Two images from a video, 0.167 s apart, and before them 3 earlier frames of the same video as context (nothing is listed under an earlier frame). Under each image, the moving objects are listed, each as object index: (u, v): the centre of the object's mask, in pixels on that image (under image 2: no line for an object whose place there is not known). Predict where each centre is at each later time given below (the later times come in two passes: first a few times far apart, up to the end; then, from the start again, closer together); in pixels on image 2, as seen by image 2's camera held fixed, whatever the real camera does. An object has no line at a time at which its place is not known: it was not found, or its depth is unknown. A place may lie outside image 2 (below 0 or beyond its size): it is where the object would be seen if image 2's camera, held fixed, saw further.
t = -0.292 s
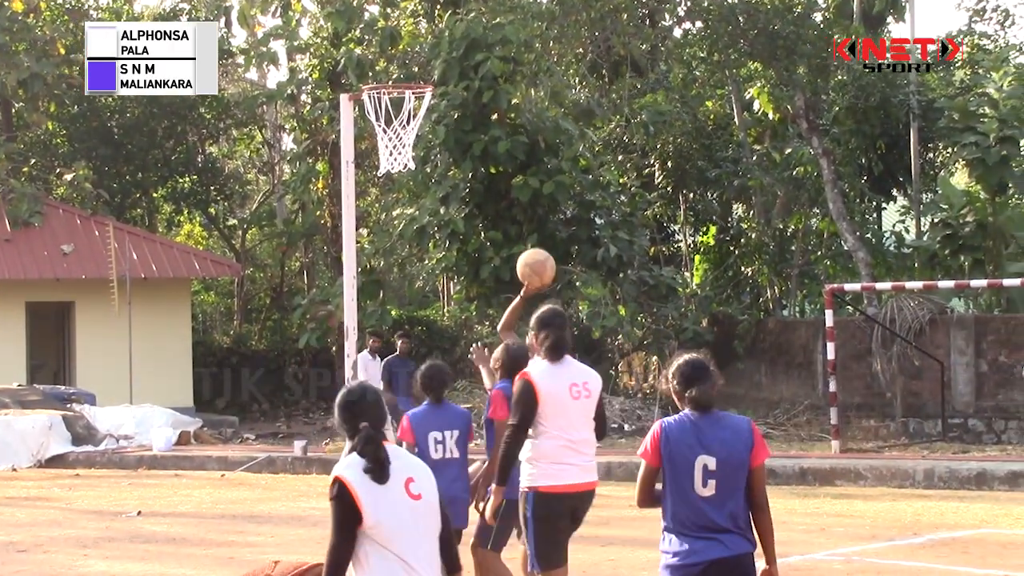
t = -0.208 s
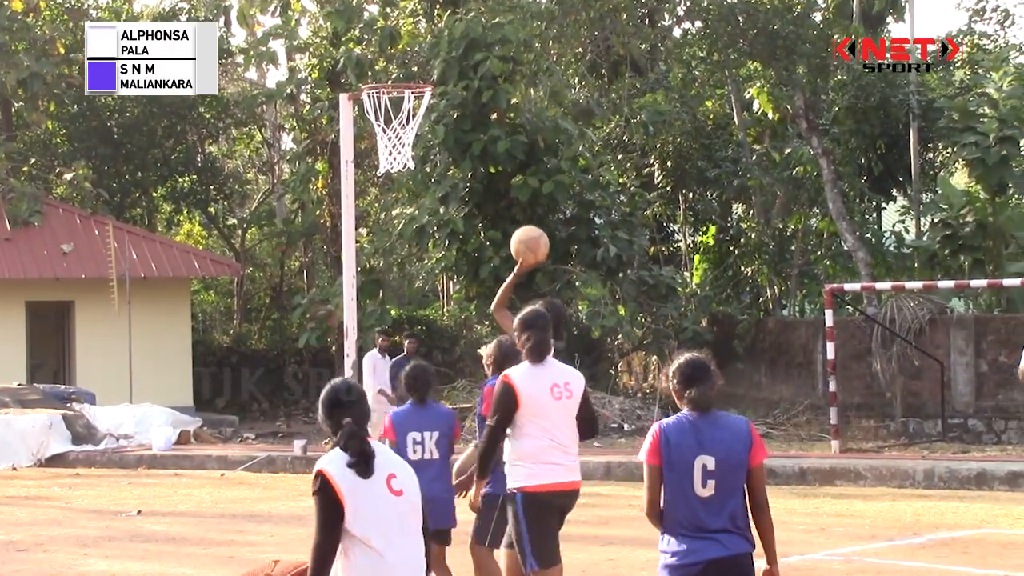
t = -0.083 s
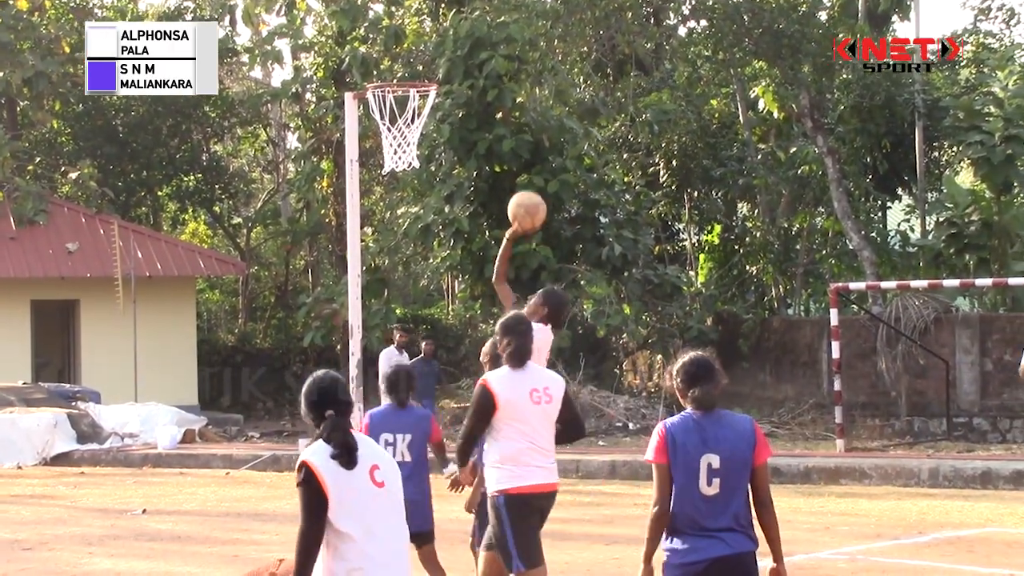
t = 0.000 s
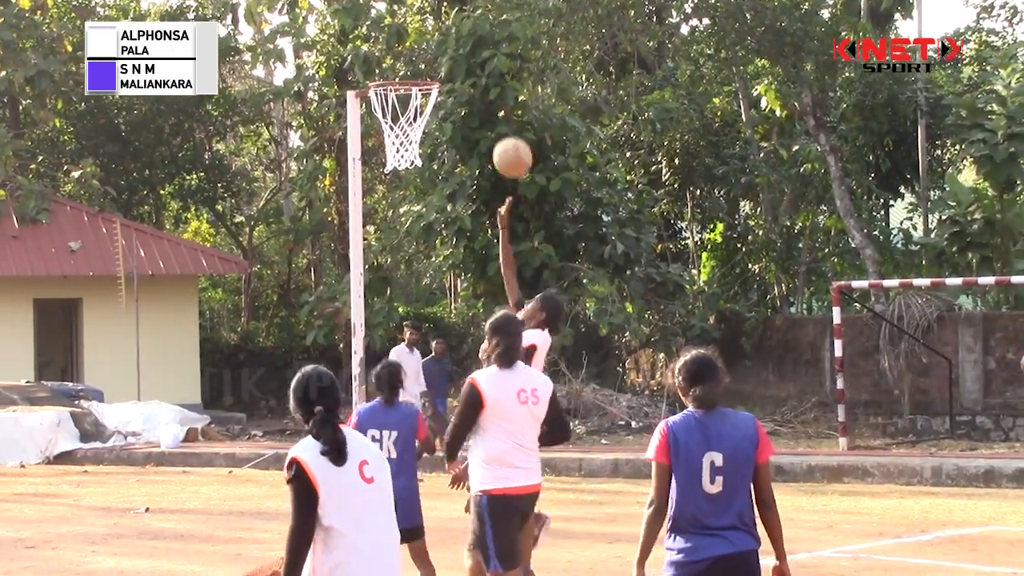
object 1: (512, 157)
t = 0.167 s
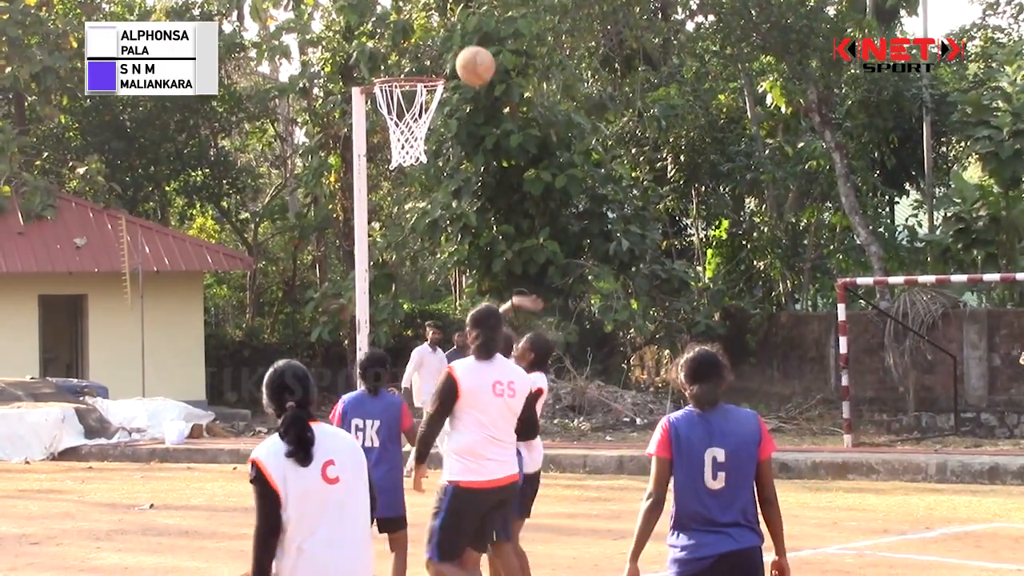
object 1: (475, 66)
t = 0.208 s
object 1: (466, 53)
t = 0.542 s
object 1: (393, 52)
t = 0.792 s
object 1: (419, 49)
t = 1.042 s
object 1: (437, 52)
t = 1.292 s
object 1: (431, 63)
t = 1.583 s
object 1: (398, 120)
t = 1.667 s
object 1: (396, 147)
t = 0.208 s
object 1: (466, 53)
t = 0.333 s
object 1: (439, 34)
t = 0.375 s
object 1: (429, 32)
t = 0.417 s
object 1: (420, 34)
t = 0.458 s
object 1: (410, 37)
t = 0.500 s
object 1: (402, 43)
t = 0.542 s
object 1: (393, 52)
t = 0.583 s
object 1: (386, 62)
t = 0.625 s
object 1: (393, 55)
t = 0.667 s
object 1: (399, 49)
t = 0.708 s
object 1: (406, 47)
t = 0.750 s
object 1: (412, 47)
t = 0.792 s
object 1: (419, 49)
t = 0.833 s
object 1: (427, 54)
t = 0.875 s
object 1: (434, 61)
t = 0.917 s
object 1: (436, 61)
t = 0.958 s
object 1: (437, 55)
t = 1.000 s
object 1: (436, 52)
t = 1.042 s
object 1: (437, 52)
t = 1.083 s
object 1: (437, 56)
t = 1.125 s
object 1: (437, 61)
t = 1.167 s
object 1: (436, 60)
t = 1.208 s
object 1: (435, 60)
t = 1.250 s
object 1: (434, 62)
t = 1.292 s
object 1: (431, 63)
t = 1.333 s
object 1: (427, 63)
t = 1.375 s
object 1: (423, 64)
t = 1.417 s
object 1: (418, 67)
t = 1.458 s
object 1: (414, 75)
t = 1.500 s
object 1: (408, 84)
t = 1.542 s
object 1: (406, 99)
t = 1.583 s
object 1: (398, 120)
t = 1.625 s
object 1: (398, 138)
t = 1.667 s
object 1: (396, 147)
